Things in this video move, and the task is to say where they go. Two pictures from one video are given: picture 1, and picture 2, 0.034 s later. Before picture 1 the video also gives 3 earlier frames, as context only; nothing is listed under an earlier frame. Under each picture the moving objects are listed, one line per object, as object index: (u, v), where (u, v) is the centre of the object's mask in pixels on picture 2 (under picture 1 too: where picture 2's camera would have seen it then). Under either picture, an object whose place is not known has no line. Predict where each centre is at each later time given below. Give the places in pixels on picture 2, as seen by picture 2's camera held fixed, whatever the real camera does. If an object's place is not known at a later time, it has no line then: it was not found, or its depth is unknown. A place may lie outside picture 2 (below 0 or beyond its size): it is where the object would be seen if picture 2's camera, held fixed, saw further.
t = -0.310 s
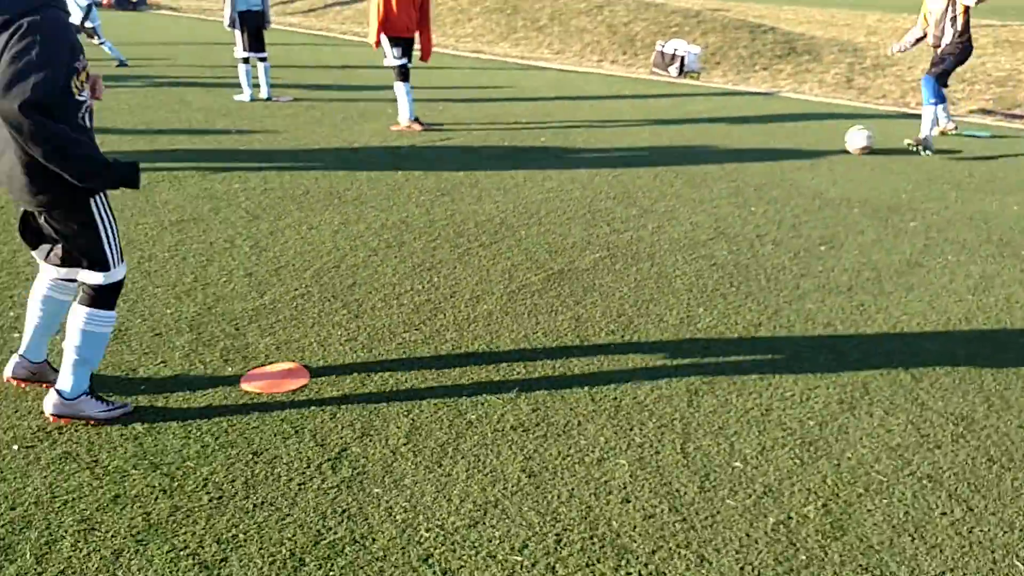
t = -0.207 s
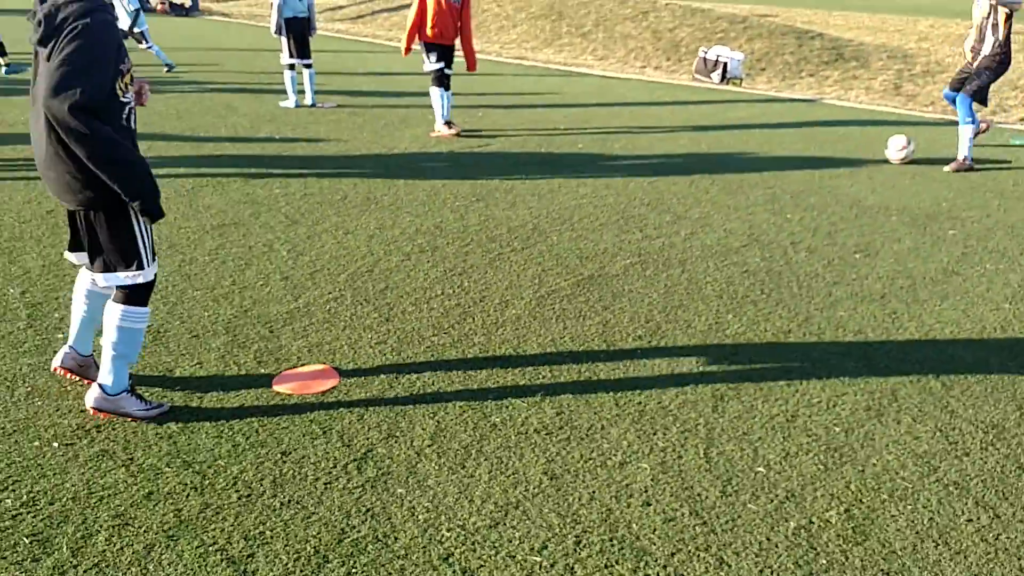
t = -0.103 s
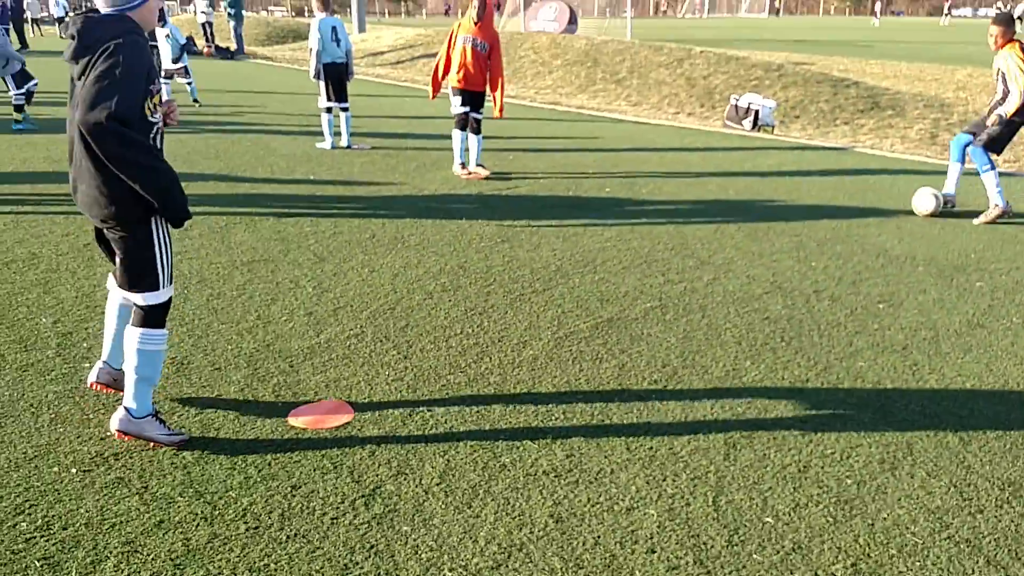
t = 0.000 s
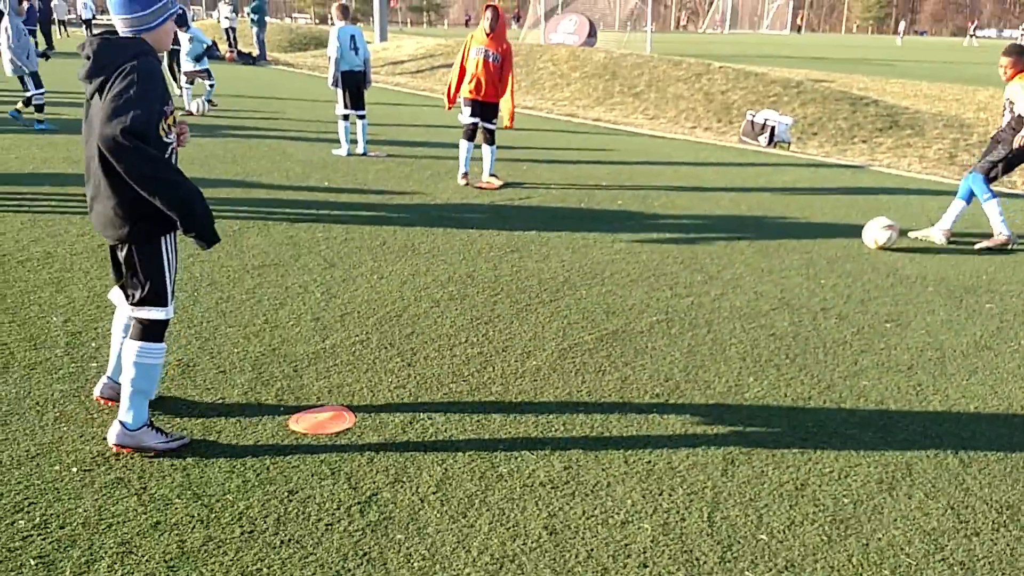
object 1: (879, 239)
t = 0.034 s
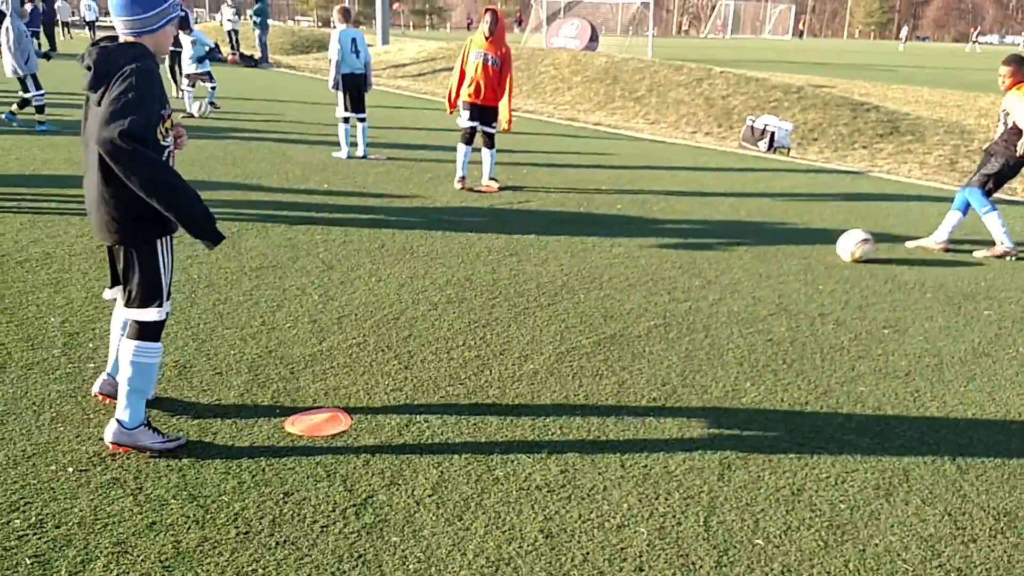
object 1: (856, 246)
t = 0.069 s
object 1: (833, 249)
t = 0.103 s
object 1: (808, 253)
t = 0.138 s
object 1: (784, 259)
